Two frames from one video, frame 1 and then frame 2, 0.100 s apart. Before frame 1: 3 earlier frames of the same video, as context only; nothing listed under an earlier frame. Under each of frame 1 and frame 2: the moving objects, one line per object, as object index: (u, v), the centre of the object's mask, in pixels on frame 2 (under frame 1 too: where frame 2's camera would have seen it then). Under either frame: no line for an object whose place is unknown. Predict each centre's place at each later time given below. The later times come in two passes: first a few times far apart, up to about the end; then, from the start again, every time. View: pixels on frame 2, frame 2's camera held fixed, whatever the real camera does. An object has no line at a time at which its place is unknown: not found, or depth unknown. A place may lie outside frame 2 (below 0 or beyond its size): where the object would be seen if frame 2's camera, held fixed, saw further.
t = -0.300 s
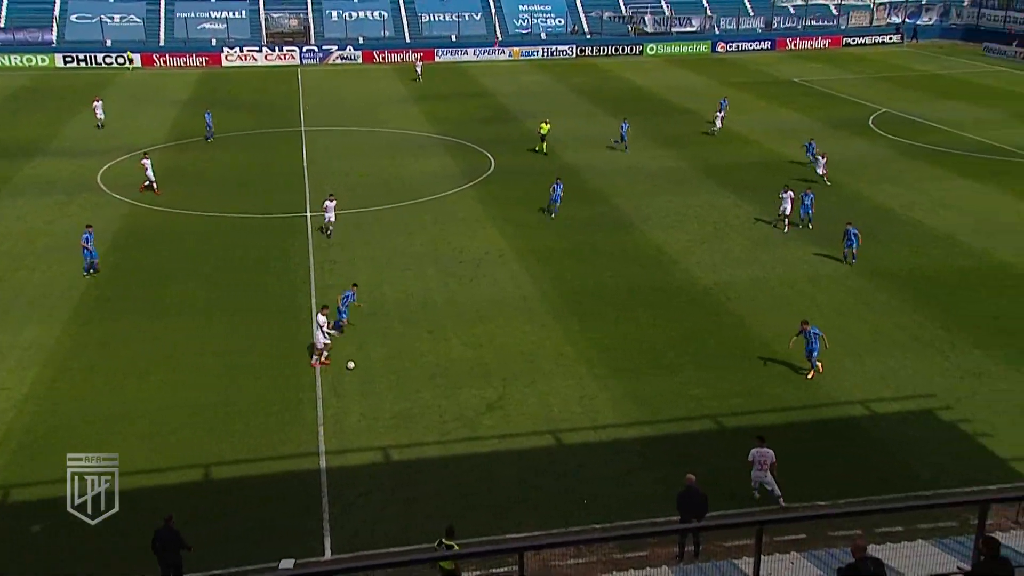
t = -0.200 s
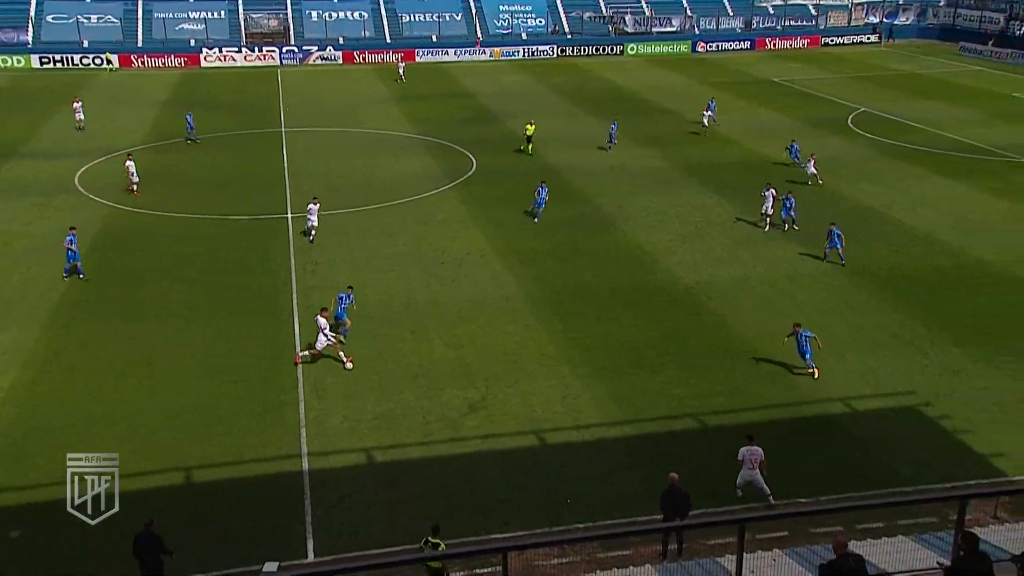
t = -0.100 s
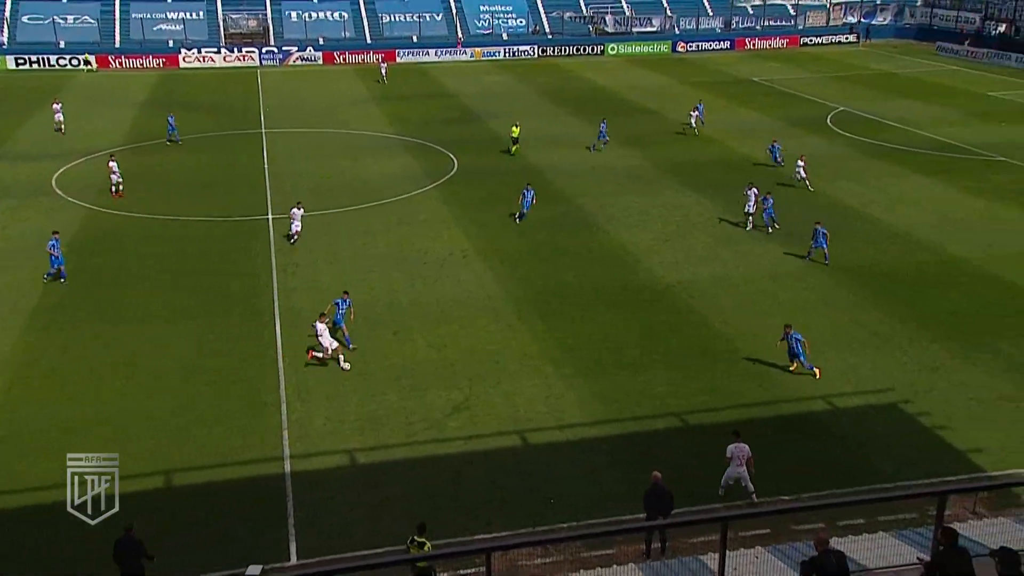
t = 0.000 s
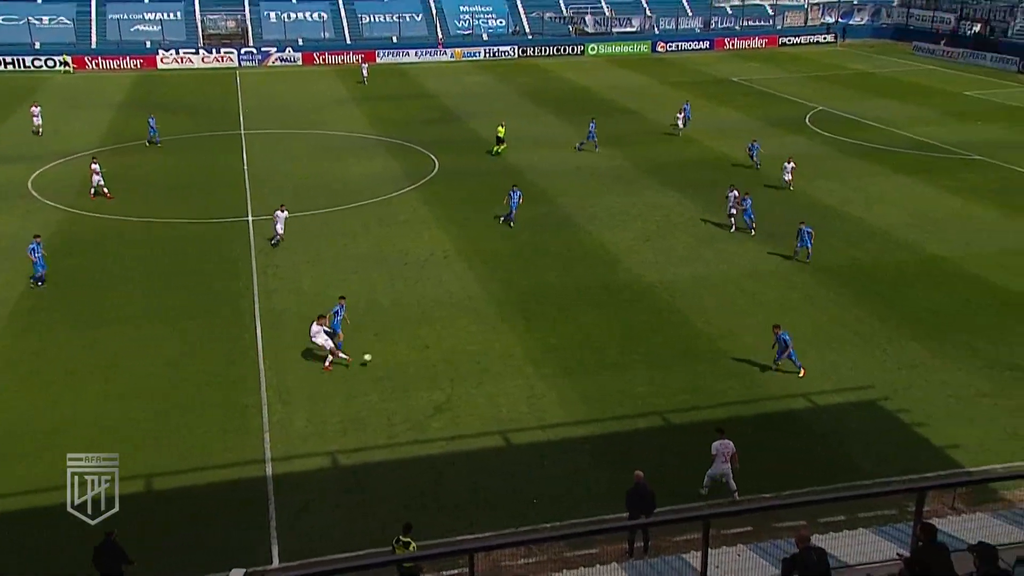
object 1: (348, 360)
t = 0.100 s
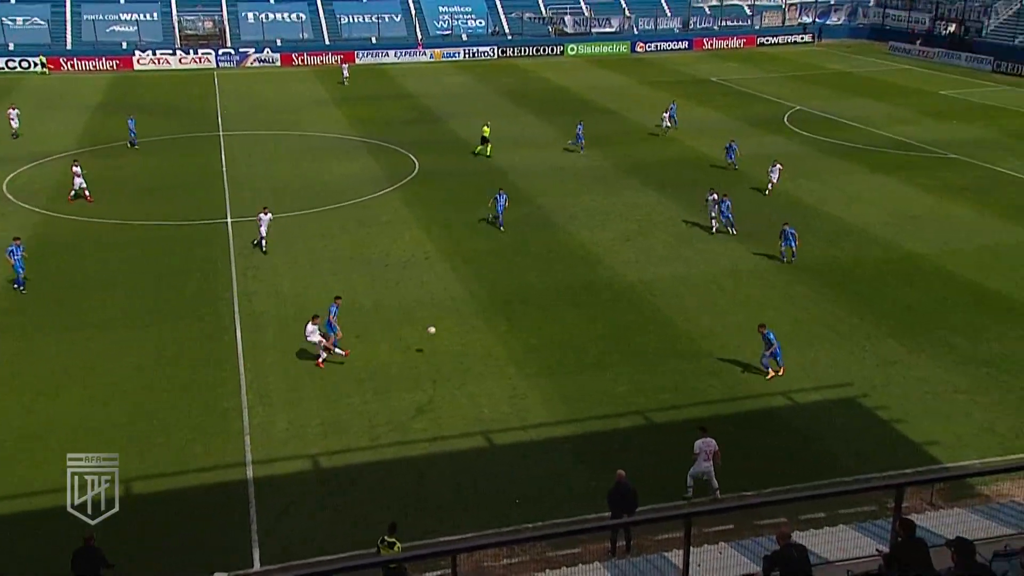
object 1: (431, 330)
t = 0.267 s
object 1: (558, 291)
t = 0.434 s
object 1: (671, 263)
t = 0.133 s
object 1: (458, 322)
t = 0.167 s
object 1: (483, 313)
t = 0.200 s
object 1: (509, 305)
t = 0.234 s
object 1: (534, 298)
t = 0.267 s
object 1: (558, 291)
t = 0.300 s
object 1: (581, 285)
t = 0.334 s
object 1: (604, 278)
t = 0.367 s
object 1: (627, 273)
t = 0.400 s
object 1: (649, 268)
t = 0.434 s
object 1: (671, 263)
